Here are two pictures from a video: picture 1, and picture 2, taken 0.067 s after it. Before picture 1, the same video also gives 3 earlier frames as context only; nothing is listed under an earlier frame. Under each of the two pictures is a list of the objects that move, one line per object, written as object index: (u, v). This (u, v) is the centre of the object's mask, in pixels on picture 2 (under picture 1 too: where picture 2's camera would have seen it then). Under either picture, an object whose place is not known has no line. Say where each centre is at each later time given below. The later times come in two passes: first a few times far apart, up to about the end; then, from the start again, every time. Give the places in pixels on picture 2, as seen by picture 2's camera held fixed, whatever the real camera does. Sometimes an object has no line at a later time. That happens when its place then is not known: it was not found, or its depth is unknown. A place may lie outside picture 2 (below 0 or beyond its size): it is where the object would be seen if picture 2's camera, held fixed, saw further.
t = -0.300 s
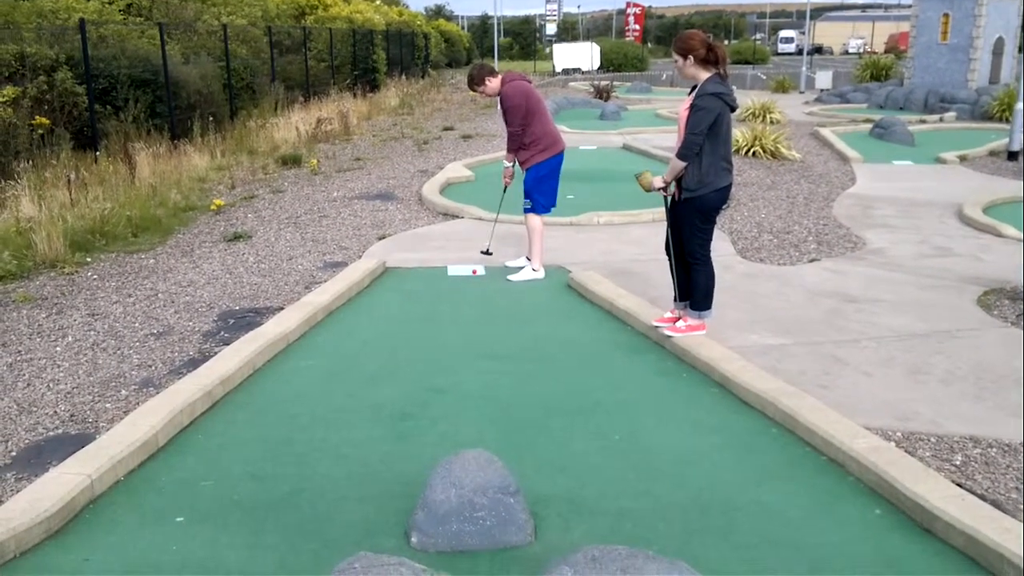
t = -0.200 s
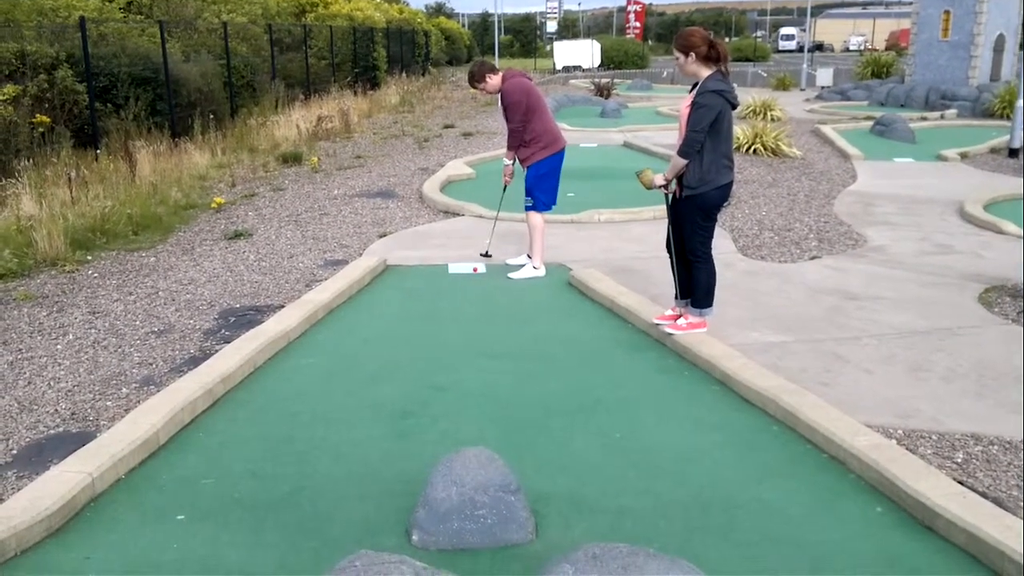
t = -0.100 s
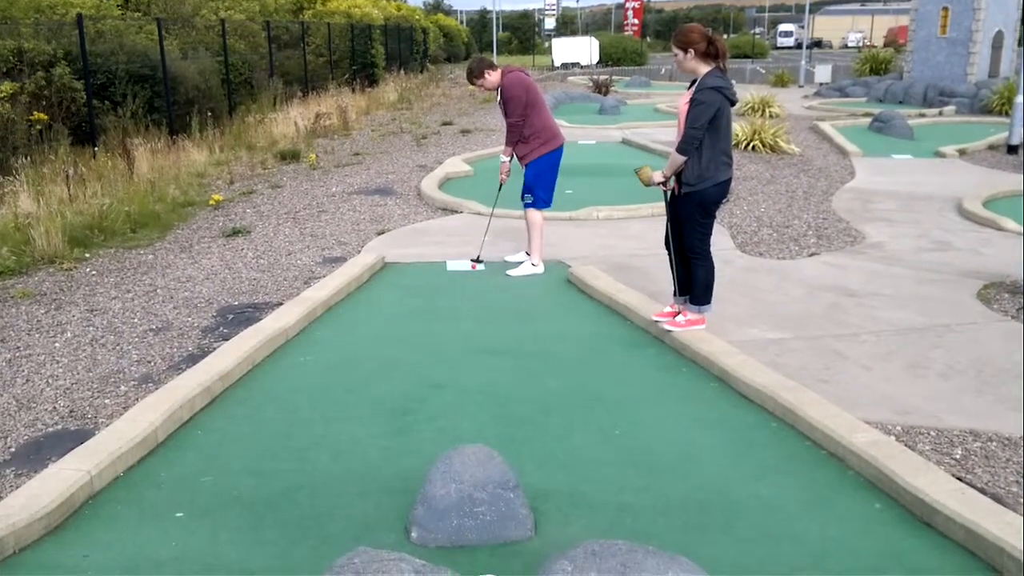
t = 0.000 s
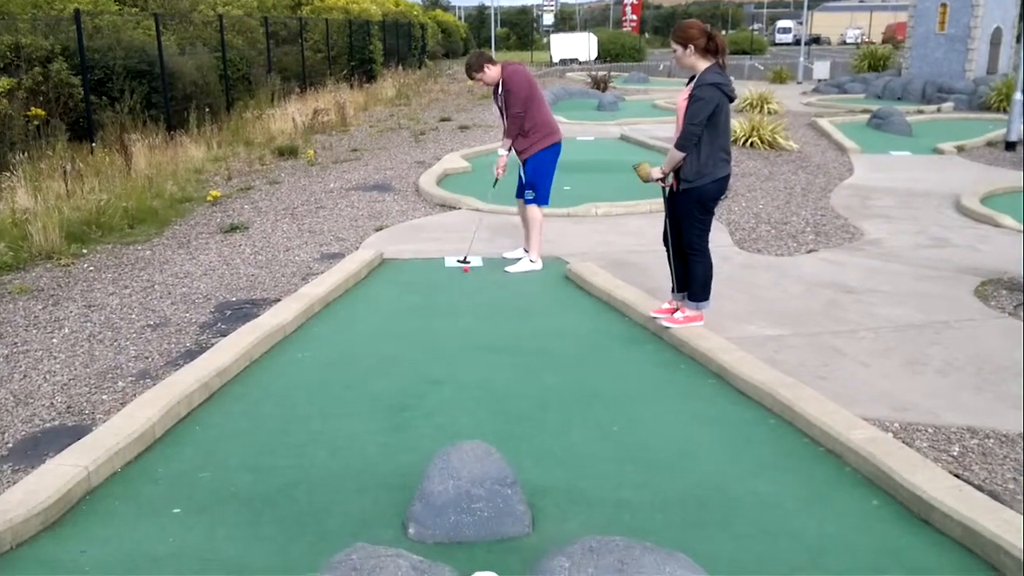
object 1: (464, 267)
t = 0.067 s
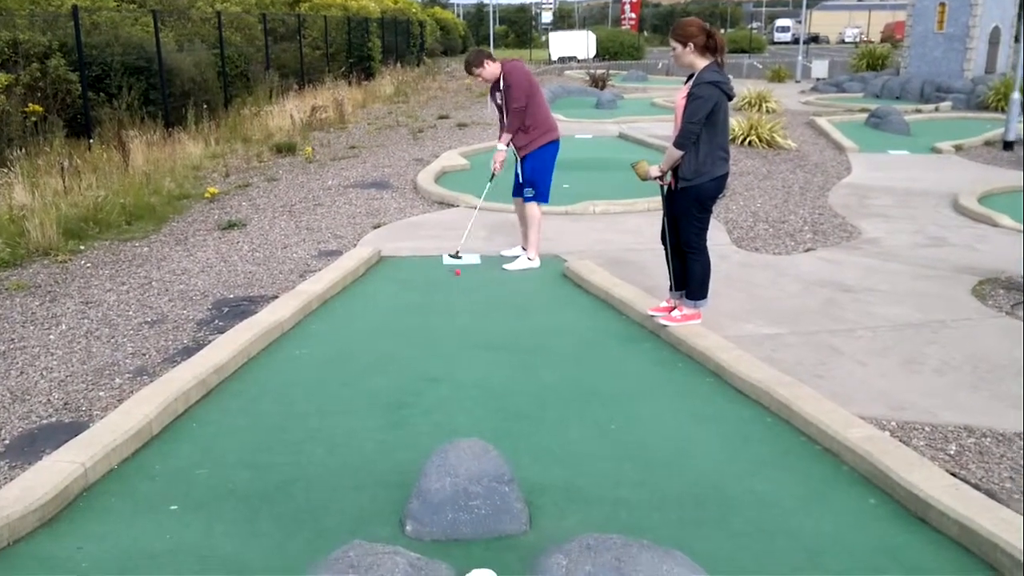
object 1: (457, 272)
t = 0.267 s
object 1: (440, 291)
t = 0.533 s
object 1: (414, 319)
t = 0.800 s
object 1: (383, 351)
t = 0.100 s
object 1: (454, 275)
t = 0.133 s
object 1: (452, 280)
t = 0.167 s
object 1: (449, 282)
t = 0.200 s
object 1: (446, 284)
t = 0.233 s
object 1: (442, 289)
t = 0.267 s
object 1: (440, 291)
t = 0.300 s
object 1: (437, 296)
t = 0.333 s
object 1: (434, 299)
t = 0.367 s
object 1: (431, 302)
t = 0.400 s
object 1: (427, 306)
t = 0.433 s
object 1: (424, 309)
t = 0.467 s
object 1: (421, 312)
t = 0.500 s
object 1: (418, 316)
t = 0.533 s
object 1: (414, 319)
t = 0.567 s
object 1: (410, 323)
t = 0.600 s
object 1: (407, 326)
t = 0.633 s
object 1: (403, 331)
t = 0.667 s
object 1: (399, 334)
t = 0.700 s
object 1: (395, 339)
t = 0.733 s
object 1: (391, 343)
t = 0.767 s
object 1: (387, 347)
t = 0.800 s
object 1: (383, 351)
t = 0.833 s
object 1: (379, 356)
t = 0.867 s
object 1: (375, 360)
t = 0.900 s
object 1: (370, 365)
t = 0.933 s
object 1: (365, 370)
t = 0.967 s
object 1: (360, 375)
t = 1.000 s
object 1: (356, 380)
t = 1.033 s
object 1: (351, 386)
